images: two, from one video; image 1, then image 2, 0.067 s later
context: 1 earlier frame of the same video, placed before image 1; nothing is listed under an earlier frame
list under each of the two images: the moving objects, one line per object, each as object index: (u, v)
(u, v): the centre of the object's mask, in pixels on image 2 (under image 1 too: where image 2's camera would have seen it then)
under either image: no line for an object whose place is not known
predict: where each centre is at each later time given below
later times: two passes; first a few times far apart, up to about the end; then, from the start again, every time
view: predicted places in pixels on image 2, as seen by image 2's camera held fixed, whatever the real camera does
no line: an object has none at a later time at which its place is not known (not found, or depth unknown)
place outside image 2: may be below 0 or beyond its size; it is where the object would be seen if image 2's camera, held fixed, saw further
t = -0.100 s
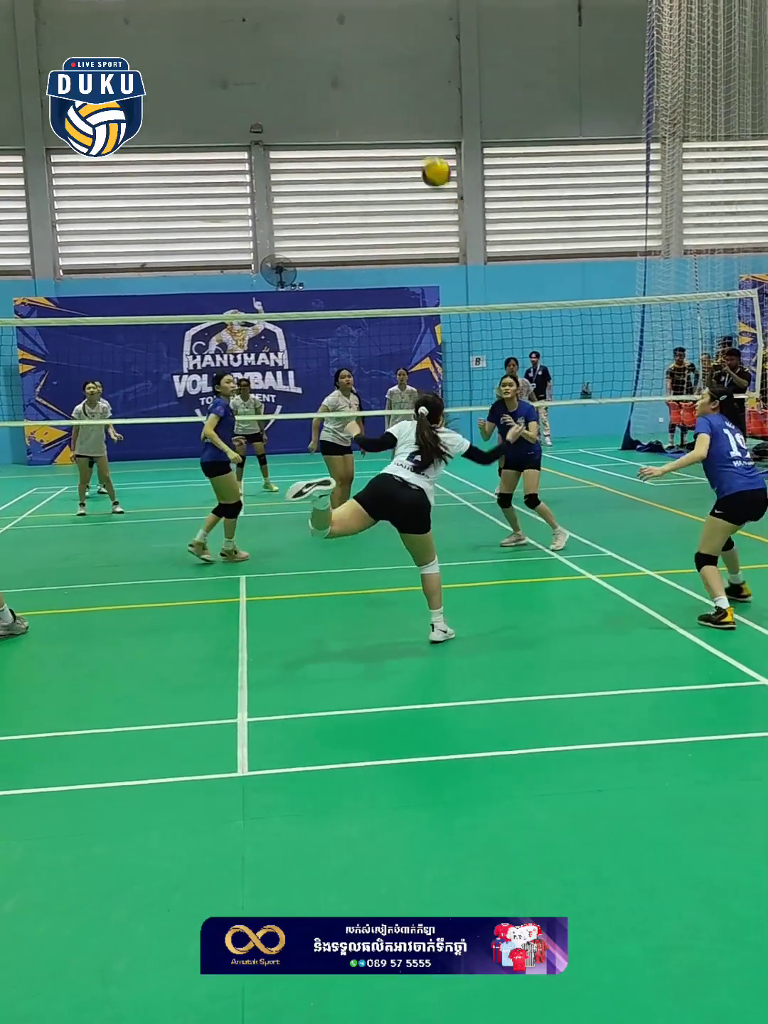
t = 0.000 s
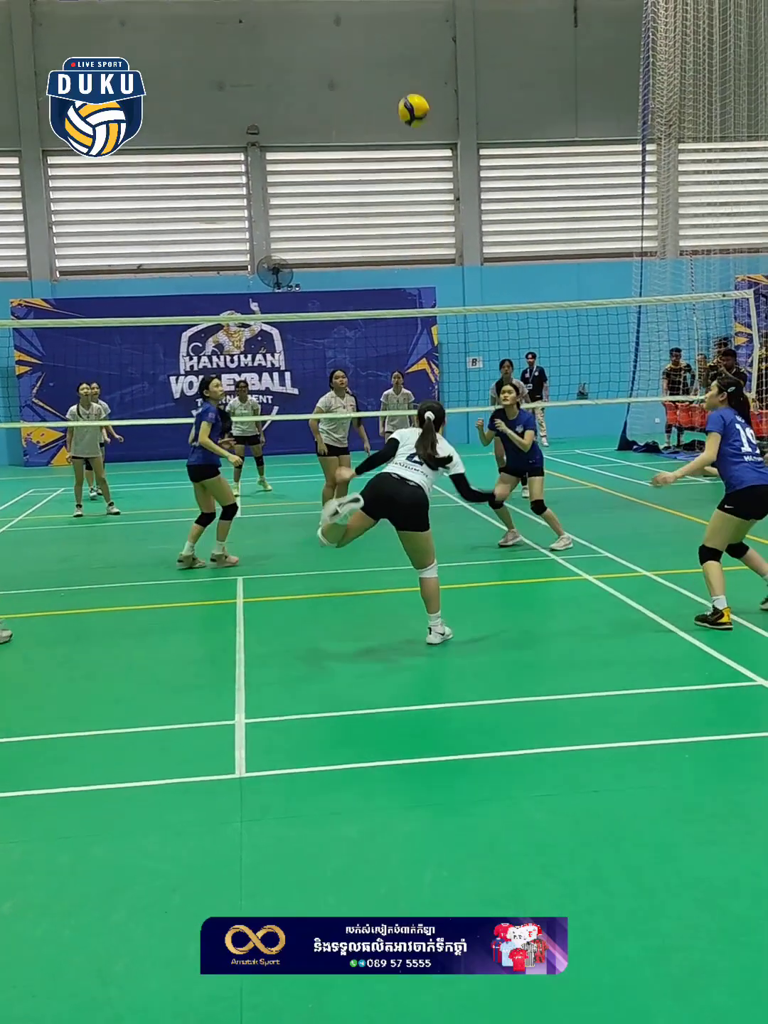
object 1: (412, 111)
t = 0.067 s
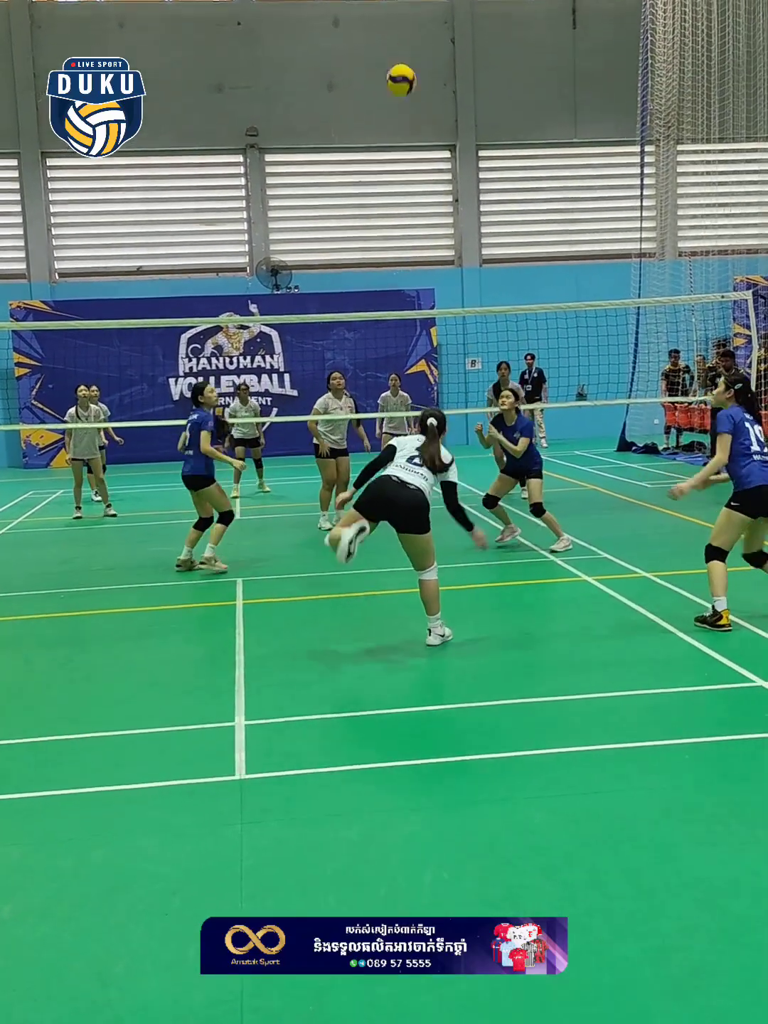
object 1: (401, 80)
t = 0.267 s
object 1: (371, 29)
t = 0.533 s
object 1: (340, 47)
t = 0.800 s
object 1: (318, 137)
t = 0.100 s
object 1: (396, 67)
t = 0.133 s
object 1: (390, 56)
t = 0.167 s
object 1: (385, 47)
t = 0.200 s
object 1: (380, 39)
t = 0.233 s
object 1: (376, 33)
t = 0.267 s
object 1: (371, 29)
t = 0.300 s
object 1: (367, 26)
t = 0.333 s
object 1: (362, 25)
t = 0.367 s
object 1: (358, 25)
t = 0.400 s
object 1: (354, 27)
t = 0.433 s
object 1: (350, 30)
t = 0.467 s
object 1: (346, 34)
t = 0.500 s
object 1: (343, 40)
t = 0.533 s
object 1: (340, 47)
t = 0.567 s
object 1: (337, 54)
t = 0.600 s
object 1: (333, 63)
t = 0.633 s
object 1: (330, 74)
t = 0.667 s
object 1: (328, 85)
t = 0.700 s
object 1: (325, 96)
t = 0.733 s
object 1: (323, 110)
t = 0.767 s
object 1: (320, 123)
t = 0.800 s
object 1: (318, 137)
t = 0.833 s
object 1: (316, 153)
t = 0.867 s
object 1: (315, 170)
